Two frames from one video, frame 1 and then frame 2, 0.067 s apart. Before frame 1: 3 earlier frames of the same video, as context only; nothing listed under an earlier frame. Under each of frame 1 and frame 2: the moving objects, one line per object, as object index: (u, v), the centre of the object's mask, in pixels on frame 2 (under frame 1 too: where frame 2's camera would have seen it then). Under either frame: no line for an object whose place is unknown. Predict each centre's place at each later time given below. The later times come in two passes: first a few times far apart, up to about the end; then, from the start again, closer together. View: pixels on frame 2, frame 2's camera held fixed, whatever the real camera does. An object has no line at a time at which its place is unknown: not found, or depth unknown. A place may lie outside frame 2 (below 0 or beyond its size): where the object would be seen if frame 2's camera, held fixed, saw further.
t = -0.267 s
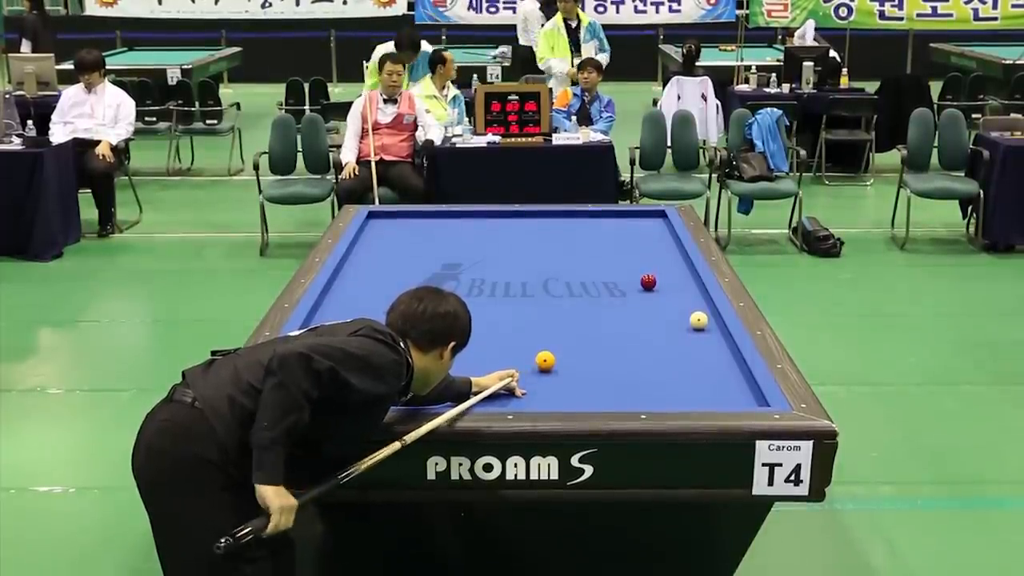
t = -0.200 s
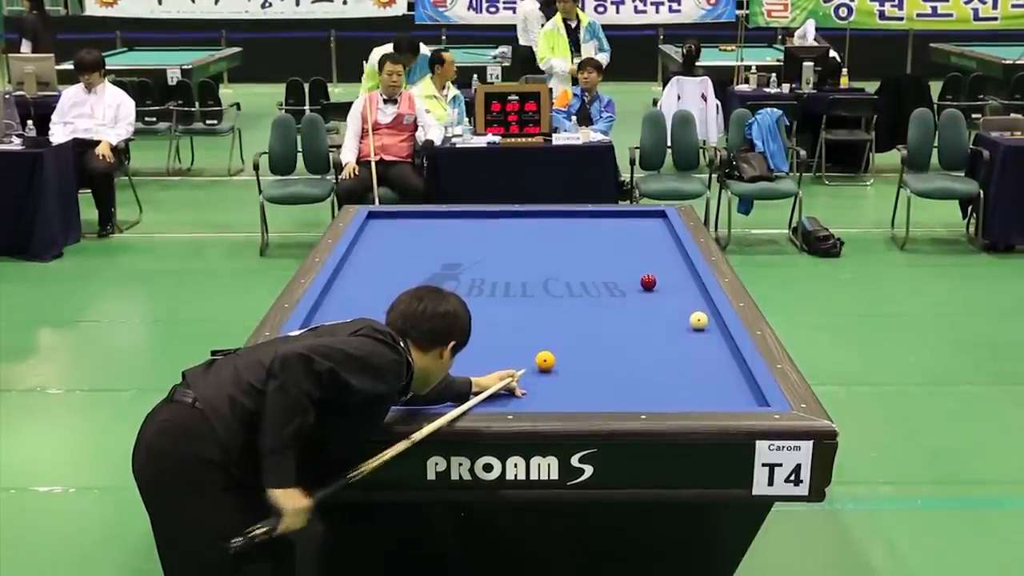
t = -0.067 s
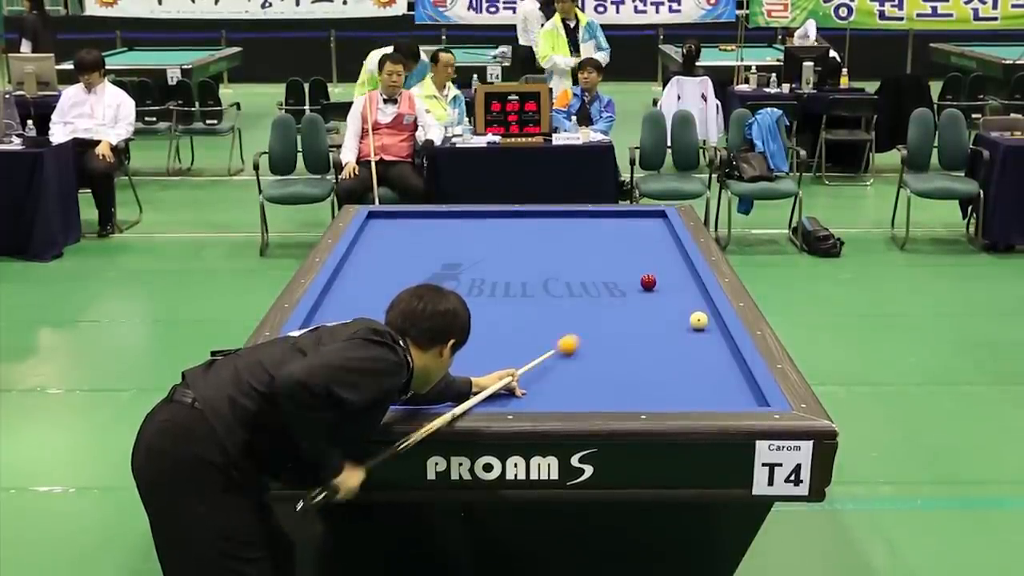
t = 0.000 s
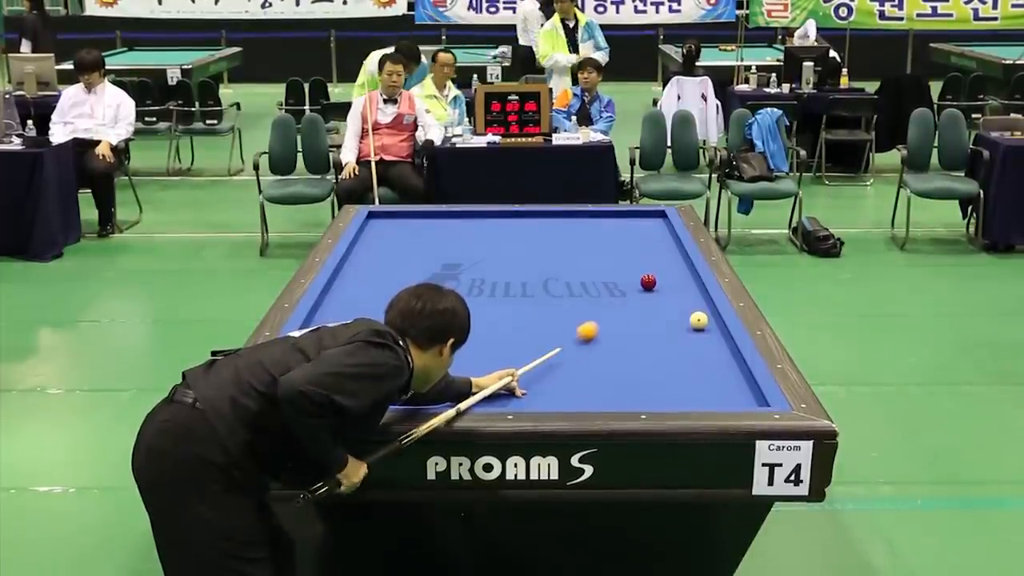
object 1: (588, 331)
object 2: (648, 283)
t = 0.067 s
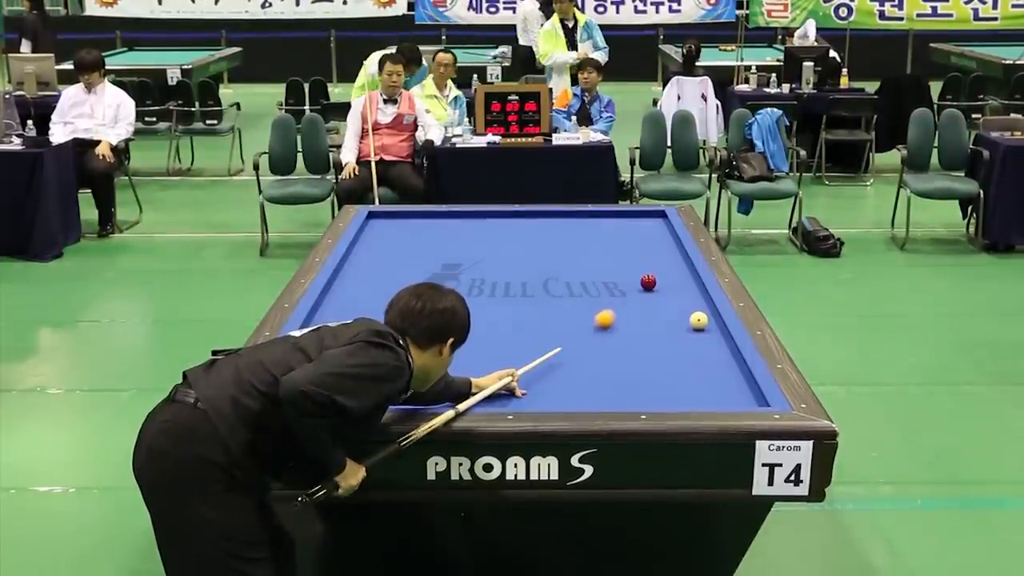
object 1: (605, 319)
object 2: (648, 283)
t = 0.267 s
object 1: (650, 288)
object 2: (647, 279)
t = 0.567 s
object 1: (659, 277)
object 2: (622, 256)
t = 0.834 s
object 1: (607, 264)
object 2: (606, 239)
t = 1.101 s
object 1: (561, 253)
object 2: (591, 223)
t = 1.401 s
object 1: (514, 241)
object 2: (581, 216)
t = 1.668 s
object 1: (476, 231)
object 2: (579, 225)
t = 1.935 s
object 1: (441, 223)
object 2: (577, 234)
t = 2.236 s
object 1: (404, 213)
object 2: (576, 244)
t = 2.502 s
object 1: (372, 218)
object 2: (574, 253)
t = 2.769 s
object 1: (390, 223)
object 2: (572, 263)
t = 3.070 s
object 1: (409, 230)
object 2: (570, 274)
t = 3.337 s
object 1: (425, 235)
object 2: (568, 284)
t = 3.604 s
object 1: (441, 239)
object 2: (565, 295)
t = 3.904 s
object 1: (462, 246)
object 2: (563, 308)
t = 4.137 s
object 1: (477, 252)
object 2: (560, 319)
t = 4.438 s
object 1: (497, 258)
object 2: (557, 333)
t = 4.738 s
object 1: (517, 264)
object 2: (554, 347)
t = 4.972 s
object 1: (532, 269)
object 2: (552, 359)
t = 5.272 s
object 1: (553, 275)
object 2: (548, 375)
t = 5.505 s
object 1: (568, 280)
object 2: (545, 388)
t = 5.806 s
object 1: (589, 287)
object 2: (541, 401)
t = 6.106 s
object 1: (610, 293)
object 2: (537, 397)
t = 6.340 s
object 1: (626, 298)
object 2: (535, 390)
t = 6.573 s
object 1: (642, 303)
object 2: (533, 383)
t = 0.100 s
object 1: (613, 313)
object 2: (648, 283)
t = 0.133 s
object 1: (621, 308)
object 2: (649, 283)
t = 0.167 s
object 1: (629, 303)
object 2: (648, 283)
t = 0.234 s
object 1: (643, 293)
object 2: (649, 281)
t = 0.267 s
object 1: (650, 288)
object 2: (647, 279)
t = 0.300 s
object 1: (658, 286)
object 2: (645, 280)
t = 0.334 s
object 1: (669, 285)
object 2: (643, 277)
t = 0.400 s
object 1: (689, 283)
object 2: (636, 270)
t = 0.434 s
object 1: (693, 282)
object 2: (633, 267)
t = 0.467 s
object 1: (684, 281)
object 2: (630, 264)
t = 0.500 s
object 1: (675, 279)
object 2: (627, 261)
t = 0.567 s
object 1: (659, 277)
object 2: (622, 256)
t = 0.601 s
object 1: (652, 275)
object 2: (620, 253)
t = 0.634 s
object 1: (645, 273)
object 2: (618, 251)
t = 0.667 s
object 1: (638, 272)
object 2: (616, 249)
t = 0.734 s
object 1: (625, 269)
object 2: (611, 245)
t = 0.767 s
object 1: (619, 267)
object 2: (610, 243)
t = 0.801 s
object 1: (613, 266)
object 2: (608, 241)
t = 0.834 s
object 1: (607, 264)
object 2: (606, 239)
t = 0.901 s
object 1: (595, 261)
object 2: (602, 235)
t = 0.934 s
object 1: (589, 260)
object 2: (600, 233)
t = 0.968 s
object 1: (583, 258)
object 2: (598, 231)
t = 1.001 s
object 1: (578, 257)
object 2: (597, 229)
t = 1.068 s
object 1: (566, 254)
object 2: (593, 225)
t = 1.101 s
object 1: (561, 253)
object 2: (591, 223)
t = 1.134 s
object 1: (555, 252)
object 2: (590, 222)
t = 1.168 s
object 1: (550, 250)
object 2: (588, 220)
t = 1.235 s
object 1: (540, 248)
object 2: (585, 216)
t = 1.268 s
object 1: (534, 246)
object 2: (583, 215)
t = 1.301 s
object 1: (529, 245)
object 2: (582, 214)
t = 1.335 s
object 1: (524, 244)
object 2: (581, 214)
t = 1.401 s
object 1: (514, 241)
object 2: (581, 216)
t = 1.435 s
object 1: (509, 240)
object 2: (581, 218)
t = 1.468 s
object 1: (504, 239)
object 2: (581, 219)
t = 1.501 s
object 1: (499, 237)
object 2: (581, 220)
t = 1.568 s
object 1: (490, 235)
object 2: (580, 222)
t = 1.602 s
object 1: (485, 234)
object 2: (580, 223)
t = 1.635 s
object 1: (480, 233)
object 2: (580, 224)
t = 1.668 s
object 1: (476, 231)
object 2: (579, 225)
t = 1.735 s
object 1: (467, 229)
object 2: (579, 227)
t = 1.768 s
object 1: (462, 228)
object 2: (579, 228)
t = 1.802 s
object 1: (458, 227)
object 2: (578, 230)
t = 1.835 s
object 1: (453, 226)
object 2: (577, 229)
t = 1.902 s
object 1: (444, 224)
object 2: (579, 235)
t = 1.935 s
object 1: (441, 223)
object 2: (577, 234)
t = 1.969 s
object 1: (436, 222)
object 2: (577, 235)
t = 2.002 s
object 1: (432, 221)
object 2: (577, 236)
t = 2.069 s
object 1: (424, 219)
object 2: (577, 238)
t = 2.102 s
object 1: (420, 218)
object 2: (576, 239)
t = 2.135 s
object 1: (416, 217)
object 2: (576, 240)
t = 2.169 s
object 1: (412, 216)
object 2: (576, 241)
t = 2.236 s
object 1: (404, 213)
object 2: (576, 244)
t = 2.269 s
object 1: (400, 213)
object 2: (575, 245)
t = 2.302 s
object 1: (395, 214)
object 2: (575, 246)
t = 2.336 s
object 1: (391, 215)
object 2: (575, 247)
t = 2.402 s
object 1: (382, 216)
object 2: (575, 250)
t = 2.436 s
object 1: (378, 217)
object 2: (574, 251)
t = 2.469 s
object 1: (374, 217)
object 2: (574, 252)
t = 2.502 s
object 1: (372, 218)
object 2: (574, 253)
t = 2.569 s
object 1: (378, 219)
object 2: (574, 255)
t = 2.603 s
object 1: (380, 220)
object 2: (573, 257)
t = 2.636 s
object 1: (382, 221)
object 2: (573, 258)
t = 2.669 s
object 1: (384, 221)
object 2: (573, 259)
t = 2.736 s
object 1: (388, 223)
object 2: (572, 262)
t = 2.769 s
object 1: (390, 223)
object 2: (572, 263)
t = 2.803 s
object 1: (392, 224)
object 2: (572, 264)
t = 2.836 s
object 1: (394, 225)
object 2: (572, 265)
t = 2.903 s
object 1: (399, 226)
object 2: (571, 267)
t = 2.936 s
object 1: (401, 227)
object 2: (571, 269)
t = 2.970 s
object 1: (402, 227)
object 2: (571, 270)
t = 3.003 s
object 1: (404, 228)
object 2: (570, 272)
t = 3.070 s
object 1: (409, 230)
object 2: (570, 274)
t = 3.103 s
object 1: (411, 230)
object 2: (570, 275)
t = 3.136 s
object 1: (413, 231)
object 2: (569, 276)
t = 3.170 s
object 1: (415, 232)
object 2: (569, 278)
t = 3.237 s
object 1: (419, 233)
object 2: (568, 281)
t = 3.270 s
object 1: (421, 234)
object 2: (568, 282)
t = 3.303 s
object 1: (423, 234)
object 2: (568, 283)
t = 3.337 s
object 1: (425, 235)
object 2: (568, 284)
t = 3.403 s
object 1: (429, 236)
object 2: (567, 287)
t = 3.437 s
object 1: (432, 237)
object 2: (567, 289)
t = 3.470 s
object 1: (434, 238)
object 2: (567, 290)
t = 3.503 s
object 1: (436, 238)
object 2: (566, 292)
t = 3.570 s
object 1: (440, 239)
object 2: (566, 294)
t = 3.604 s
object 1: (441, 239)
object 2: (565, 295)
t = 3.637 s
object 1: (441, 238)
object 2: (565, 297)
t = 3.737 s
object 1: (452, 243)
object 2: (564, 301)
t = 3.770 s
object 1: (453, 244)
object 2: (564, 303)
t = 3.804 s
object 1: (455, 244)
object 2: (564, 304)
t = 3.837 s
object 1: (458, 245)
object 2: (563, 305)
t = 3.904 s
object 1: (462, 246)
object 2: (563, 308)
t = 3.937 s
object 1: (464, 247)
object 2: (562, 310)
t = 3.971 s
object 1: (466, 248)
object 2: (562, 311)
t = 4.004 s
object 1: (468, 249)
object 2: (562, 313)
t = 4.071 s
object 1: (473, 250)
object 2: (561, 316)
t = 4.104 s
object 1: (475, 251)
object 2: (561, 317)
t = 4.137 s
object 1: (477, 252)
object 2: (560, 319)
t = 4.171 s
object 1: (479, 252)
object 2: (560, 320)
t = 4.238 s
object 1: (484, 253)
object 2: (560, 323)
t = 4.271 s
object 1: (486, 254)
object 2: (559, 325)
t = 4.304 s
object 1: (488, 255)
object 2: (559, 326)
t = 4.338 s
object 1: (490, 255)
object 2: (559, 328)
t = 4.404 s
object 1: (494, 257)
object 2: (558, 331)
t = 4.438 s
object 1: (497, 258)
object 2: (557, 333)
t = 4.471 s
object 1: (499, 258)
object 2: (557, 334)
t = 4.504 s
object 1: (501, 259)
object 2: (557, 336)
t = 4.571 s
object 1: (505, 260)
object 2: (556, 339)
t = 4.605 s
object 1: (508, 261)
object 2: (556, 341)
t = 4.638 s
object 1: (510, 262)
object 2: (555, 343)
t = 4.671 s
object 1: (512, 263)
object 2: (555, 344)
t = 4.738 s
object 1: (517, 264)
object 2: (554, 347)
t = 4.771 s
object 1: (519, 265)
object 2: (554, 349)
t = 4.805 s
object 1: (521, 266)
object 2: (554, 351)
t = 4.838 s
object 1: (523, 266)
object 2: (553, 352)
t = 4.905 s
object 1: (528, 268)
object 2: (552, 356)
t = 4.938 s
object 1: (530, 268)
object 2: (552, 358)
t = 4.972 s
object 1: (532, 269)
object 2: (552, 359)
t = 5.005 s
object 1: (535, 270)
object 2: (551, 361)
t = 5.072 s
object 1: (539, 271)
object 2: (551, 364)
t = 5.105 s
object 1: (541, 272)
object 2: (550, 366)
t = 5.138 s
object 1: (544, 272)
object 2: (550, 368)
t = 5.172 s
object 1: (546, 273)
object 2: (549, 370)
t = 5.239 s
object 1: (550, 275)
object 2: (549, 373)
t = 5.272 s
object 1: (553, 275)
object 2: (548, 375)
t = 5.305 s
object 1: (555, 276)
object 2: (548, 377)
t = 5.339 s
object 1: (557, 277)
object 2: (547, 379)
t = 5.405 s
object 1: (562, 278)
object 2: (546, 383)
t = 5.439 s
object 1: (564, 279)
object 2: (546, 384)
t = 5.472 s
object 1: (566, 279)
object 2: (545, 386)
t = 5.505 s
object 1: (568, 280)
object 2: (545, 388)
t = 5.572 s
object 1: (573, 282)
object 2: (544, 392)
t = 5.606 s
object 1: (575, 283)
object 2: (544, 394)
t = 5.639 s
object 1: (577, 283)
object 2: (543, 395)
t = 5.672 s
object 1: (580, 284)
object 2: (543, 397)
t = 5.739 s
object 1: (585, 286)
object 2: (542, 399)
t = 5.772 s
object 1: (587, 286)
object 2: (541, 400)
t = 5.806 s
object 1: (589, 287)
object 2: (541, 401)
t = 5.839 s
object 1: (592, 287)
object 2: (540, 402)
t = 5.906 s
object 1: (596, 289)
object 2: (540, 401)
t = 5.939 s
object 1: (598, 290)
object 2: (539, 400)
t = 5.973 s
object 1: (601, 291)
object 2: (539, 399)
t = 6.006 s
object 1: (603, 291)
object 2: (538, 399)
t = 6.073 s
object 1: (607, 292)
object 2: (538, 397)
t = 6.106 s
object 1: (610, 293)
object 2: (537, 397)
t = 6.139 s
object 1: (612, 294)
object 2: (537, 396)
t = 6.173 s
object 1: (614, 294)
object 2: (536, 395)
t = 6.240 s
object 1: (619, 296)
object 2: (536, 393)
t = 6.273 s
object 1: (622, 296)
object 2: (535, 392)
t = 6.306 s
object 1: (624, 297)
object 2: (535, 391)
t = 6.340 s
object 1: (626, 298)
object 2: (535, 390)
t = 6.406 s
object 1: (631, 300)
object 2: (527, 384)
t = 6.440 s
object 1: (633, 300)
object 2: (531, 386)
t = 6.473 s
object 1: (635, 301)
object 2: (533, 386)
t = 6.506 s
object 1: (637, 302)
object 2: (533, 385)
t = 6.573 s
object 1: (642, 303)
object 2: (533, 383)
